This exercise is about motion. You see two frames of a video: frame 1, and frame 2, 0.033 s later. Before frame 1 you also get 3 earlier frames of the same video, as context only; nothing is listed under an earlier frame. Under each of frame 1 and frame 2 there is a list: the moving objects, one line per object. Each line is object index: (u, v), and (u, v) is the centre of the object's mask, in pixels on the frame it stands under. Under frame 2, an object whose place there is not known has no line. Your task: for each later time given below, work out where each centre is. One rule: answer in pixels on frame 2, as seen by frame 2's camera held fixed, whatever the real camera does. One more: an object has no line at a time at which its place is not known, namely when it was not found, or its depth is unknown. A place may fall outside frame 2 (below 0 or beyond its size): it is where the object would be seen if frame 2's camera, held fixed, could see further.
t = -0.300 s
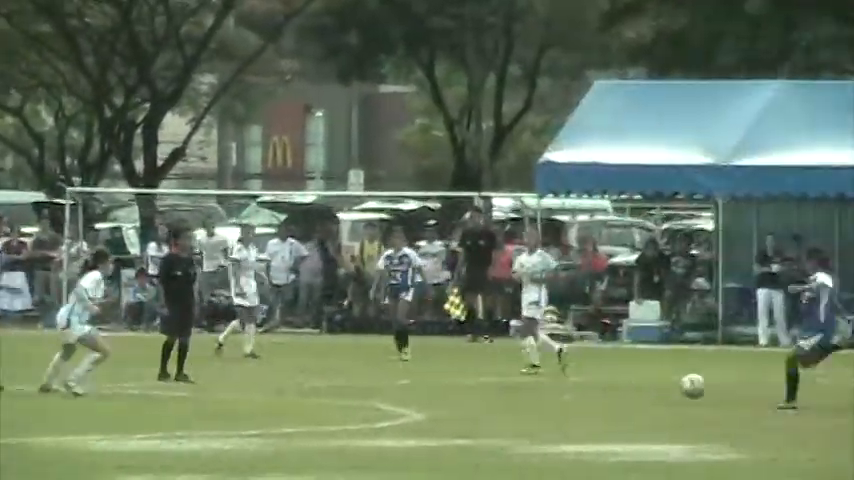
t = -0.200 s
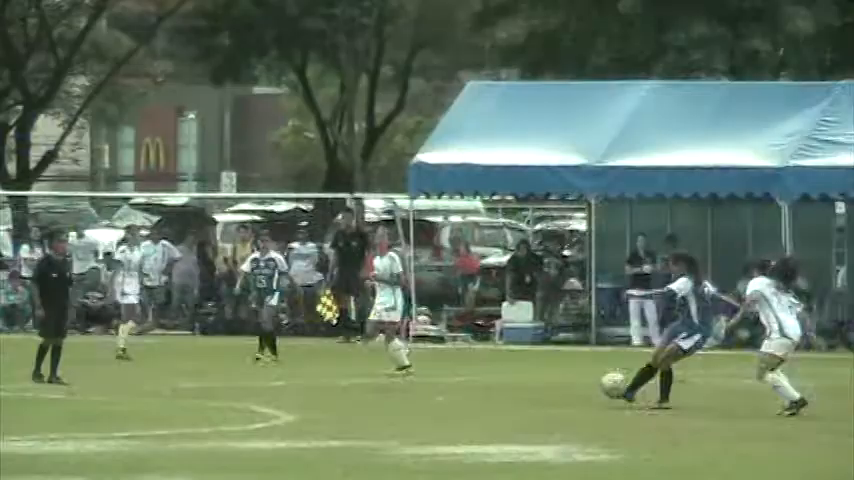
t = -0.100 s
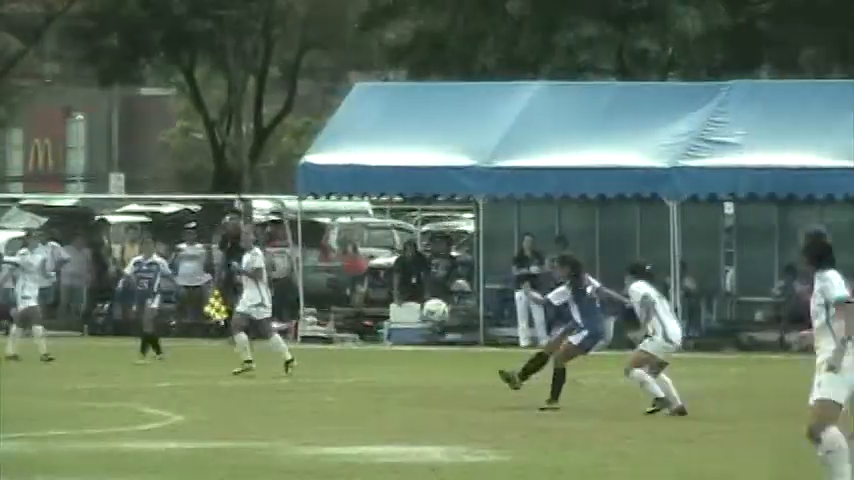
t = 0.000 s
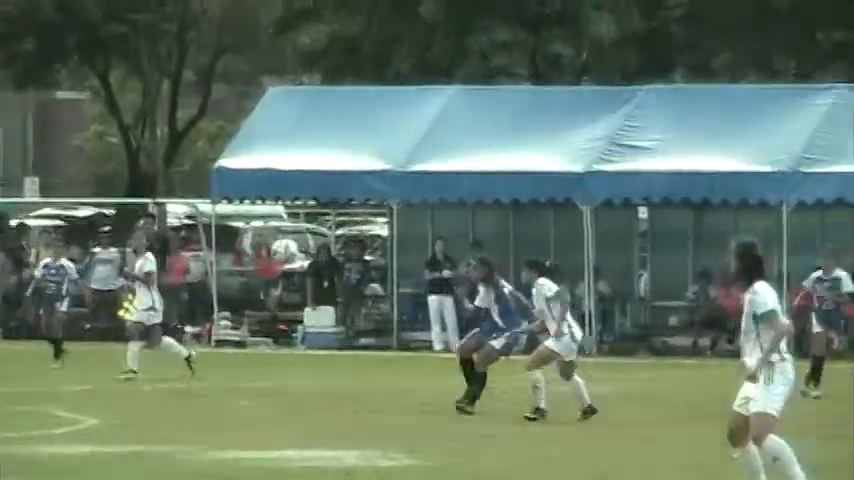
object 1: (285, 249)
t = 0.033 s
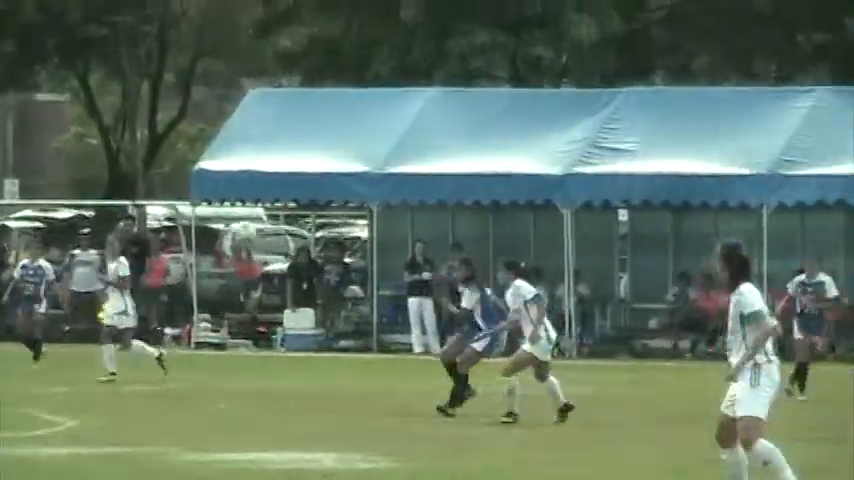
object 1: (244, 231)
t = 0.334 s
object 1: (62, 118)
